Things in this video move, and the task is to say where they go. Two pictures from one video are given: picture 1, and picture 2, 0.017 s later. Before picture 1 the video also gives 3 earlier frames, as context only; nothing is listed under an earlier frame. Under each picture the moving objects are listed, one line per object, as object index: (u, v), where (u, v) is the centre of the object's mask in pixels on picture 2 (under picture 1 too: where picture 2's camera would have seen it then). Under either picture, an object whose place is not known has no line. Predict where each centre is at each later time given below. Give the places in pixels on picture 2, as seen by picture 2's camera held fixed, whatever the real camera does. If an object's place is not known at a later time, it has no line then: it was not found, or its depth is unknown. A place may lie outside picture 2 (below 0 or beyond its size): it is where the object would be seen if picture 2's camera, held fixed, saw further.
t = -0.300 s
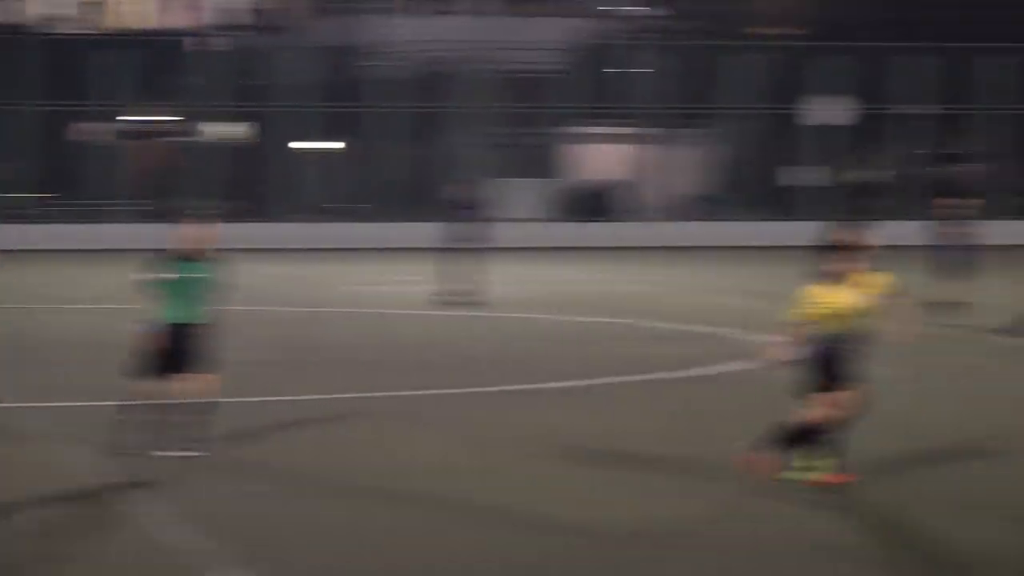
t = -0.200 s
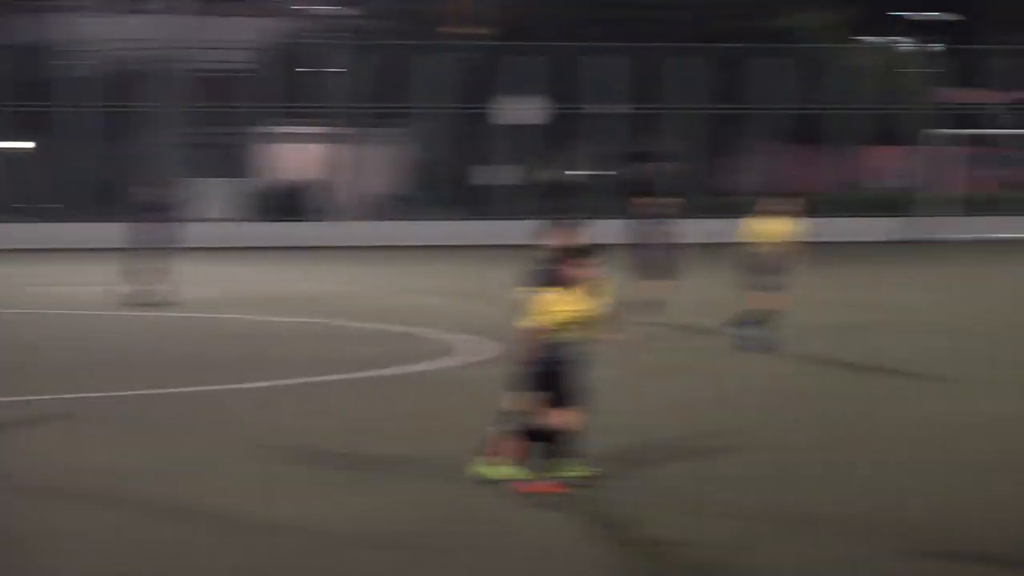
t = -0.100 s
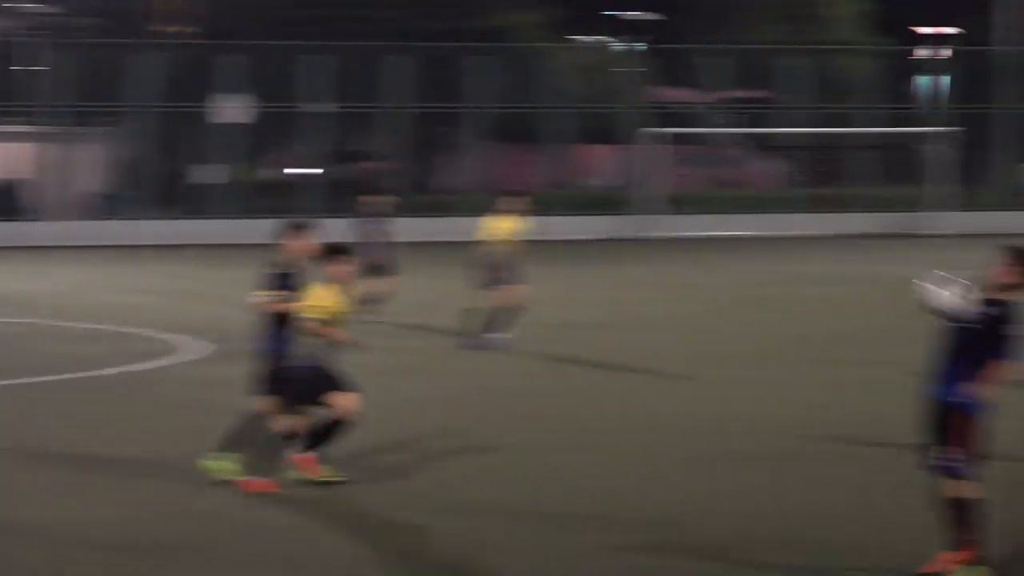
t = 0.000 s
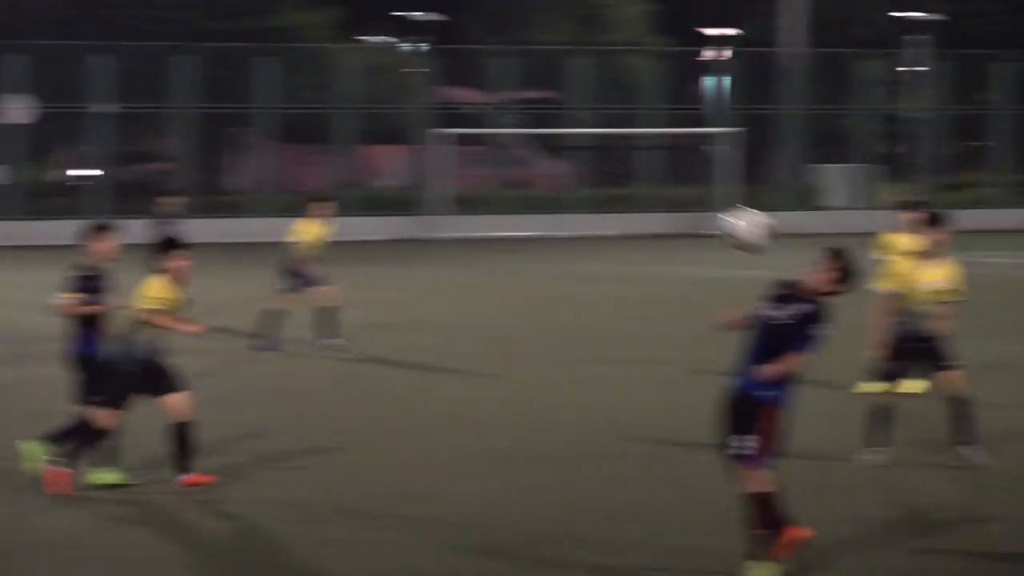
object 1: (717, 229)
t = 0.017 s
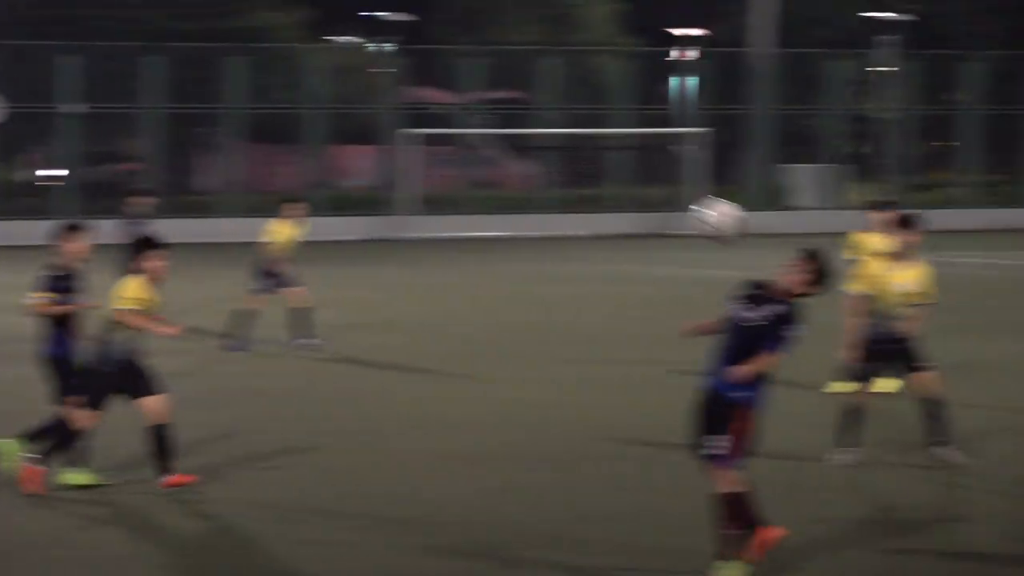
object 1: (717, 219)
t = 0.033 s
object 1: (722, 212)
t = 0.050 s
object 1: (725, 203)
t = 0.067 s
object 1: (729, 195)
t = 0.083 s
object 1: (732, 188)
